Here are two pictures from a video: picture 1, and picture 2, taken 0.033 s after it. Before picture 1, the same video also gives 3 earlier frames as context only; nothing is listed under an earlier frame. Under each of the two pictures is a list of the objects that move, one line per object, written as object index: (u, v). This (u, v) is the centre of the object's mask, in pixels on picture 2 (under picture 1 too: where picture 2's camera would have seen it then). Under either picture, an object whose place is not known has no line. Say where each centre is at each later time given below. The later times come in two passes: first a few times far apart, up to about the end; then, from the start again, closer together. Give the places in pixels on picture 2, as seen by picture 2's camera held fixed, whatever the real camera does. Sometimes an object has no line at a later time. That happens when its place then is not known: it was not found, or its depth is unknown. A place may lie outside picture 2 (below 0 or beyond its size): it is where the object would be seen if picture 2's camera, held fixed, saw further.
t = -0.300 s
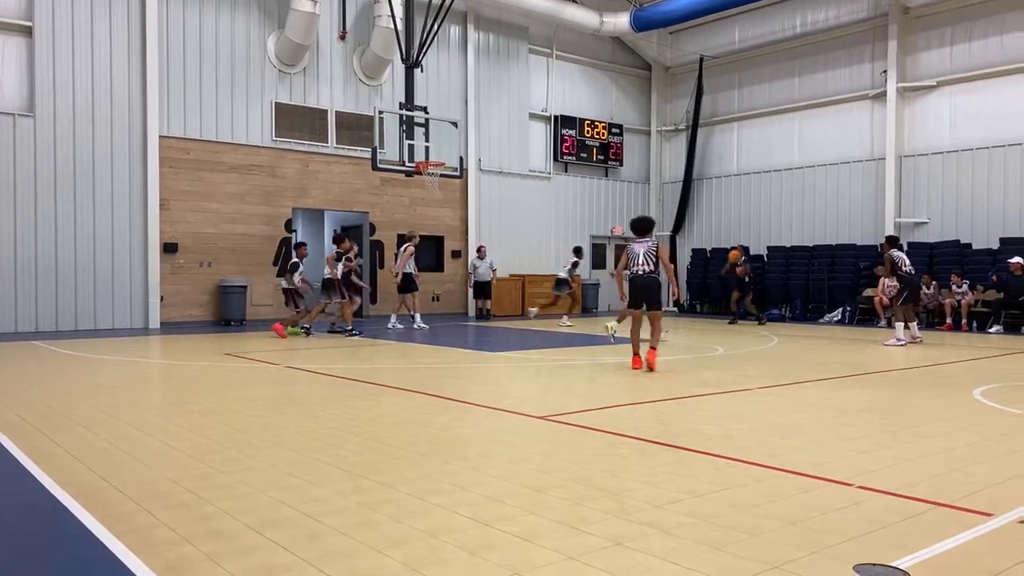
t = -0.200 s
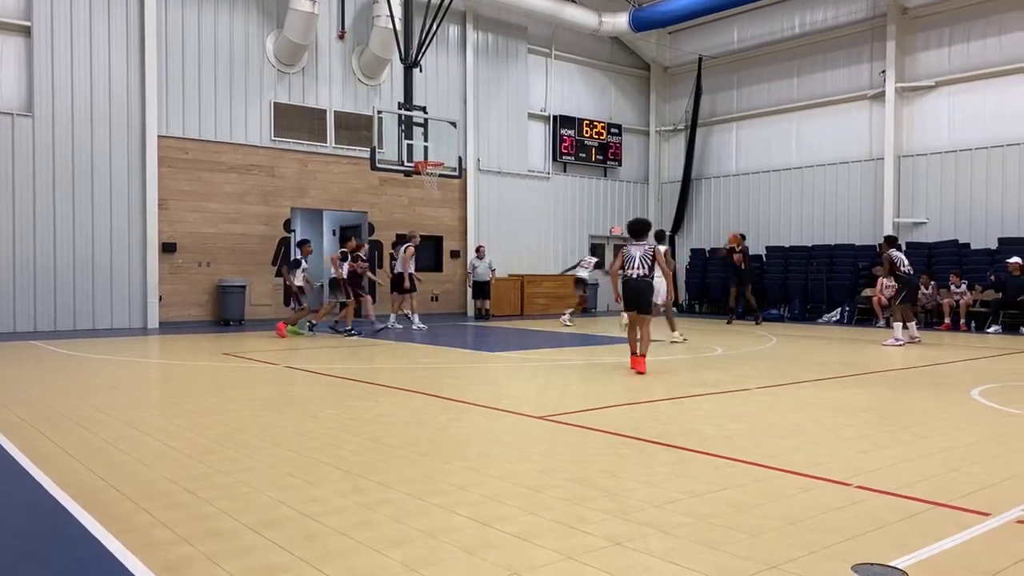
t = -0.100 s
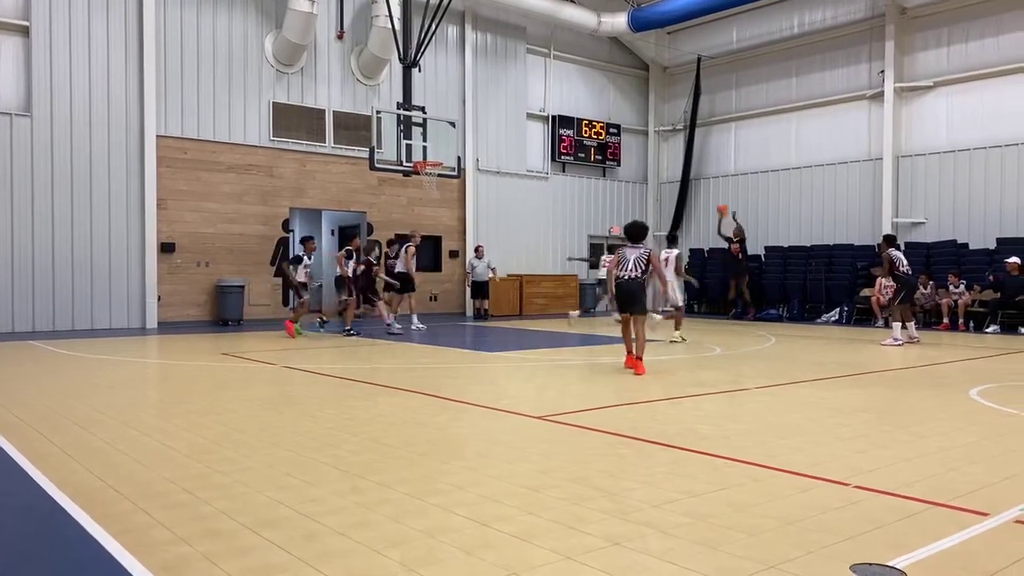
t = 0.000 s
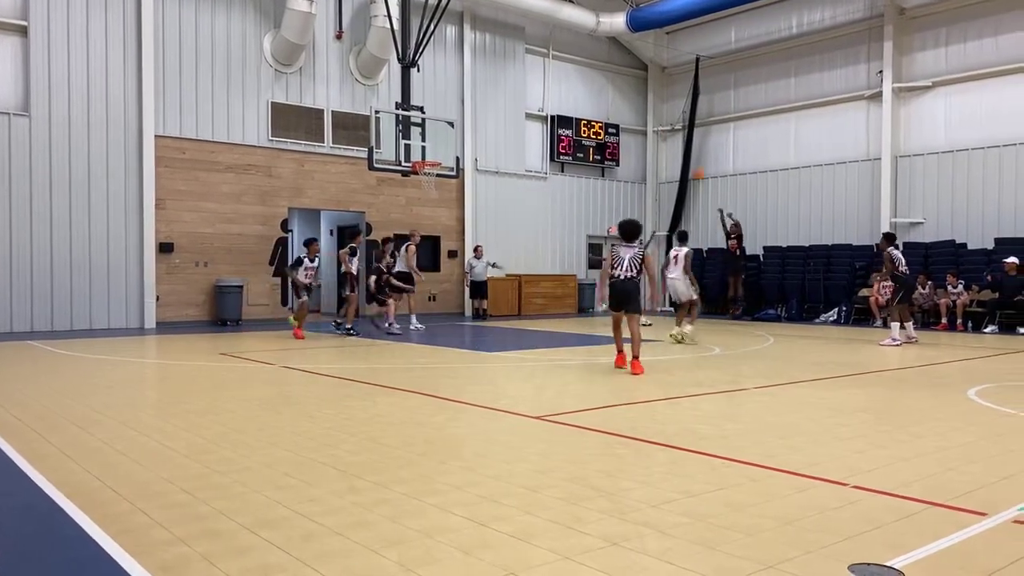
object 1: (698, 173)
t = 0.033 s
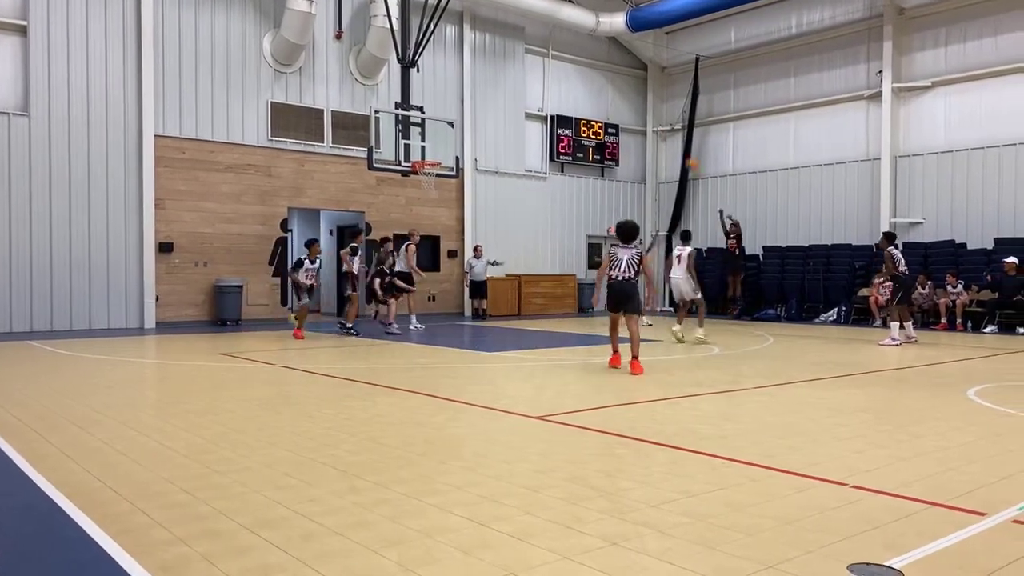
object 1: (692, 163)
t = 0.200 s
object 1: (654, 121)
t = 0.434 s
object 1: (603, 84)
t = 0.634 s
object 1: (557, 74)
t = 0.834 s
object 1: (510, 84)
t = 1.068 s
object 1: (455, 122)
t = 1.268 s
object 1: (423, 148)
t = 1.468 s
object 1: (430, 120)
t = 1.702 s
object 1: (441, 116)
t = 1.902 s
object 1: (449, 140)
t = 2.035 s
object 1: (456, 173)
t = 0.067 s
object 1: (685, 156)
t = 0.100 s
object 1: (677, 146)
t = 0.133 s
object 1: (670, 136)
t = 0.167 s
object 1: (662, 129)
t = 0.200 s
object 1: (654, 121)
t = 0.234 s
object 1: (647, 115)
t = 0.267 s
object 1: (640, 108)
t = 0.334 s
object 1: (626, 97)
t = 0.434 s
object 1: (603, 84)
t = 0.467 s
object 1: (596, 82)
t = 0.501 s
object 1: (587, 80)
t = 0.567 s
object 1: (572, 76)
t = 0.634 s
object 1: (557, 74)
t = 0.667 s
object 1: (549, 74)
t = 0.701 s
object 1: (542, 76)
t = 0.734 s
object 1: (534, 76)
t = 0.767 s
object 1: (526, 78)
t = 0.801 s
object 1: (519, 81)
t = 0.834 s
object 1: (510, 84)
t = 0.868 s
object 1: (502, 87)
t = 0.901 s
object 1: (495, 92)
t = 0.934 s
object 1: (487, 97)
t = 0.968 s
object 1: (479, 102)
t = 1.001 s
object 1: (472, 107)
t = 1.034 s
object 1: (463, 114)
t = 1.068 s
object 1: (455, 122)
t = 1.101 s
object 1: (447, 129)
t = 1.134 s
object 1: (439, 137)
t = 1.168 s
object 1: (432, 146)
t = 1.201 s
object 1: (423, 156)
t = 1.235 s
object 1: (422, 155)
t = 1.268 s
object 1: (423, 148)
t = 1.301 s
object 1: (424, 142)
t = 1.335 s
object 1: (426, 136)
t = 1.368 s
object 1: (427, 131)
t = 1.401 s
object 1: (428, 127)
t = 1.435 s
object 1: (429, 124)
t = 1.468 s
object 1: (430, 120)
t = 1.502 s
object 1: (432, 118)
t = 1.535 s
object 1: (434, 116)
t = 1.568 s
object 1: (435, 114)
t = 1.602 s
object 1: (436, 114)
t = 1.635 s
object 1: (437, 114)
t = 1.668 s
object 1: (439, 114)
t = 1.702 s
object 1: (441, 116)
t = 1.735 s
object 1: (442, 118)
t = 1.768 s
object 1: (443, 120)
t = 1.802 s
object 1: (445, 124)
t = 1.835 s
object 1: (446, 129)
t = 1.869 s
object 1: (448, 133)
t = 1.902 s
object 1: (449, 140)
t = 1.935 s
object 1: (451, 147)
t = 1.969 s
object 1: (452, 155)
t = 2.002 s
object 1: (454, 163)
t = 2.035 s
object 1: (456, 173)
